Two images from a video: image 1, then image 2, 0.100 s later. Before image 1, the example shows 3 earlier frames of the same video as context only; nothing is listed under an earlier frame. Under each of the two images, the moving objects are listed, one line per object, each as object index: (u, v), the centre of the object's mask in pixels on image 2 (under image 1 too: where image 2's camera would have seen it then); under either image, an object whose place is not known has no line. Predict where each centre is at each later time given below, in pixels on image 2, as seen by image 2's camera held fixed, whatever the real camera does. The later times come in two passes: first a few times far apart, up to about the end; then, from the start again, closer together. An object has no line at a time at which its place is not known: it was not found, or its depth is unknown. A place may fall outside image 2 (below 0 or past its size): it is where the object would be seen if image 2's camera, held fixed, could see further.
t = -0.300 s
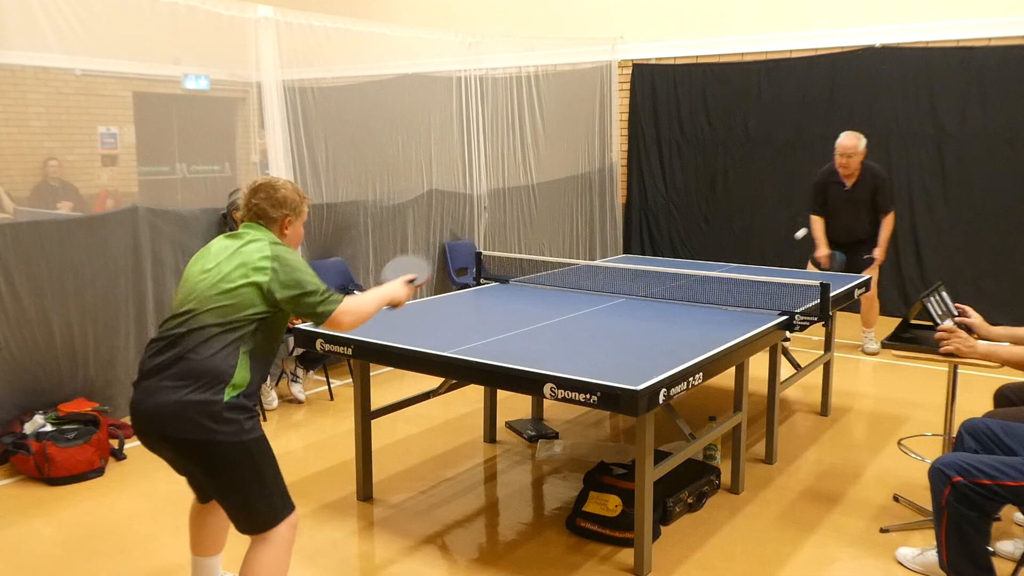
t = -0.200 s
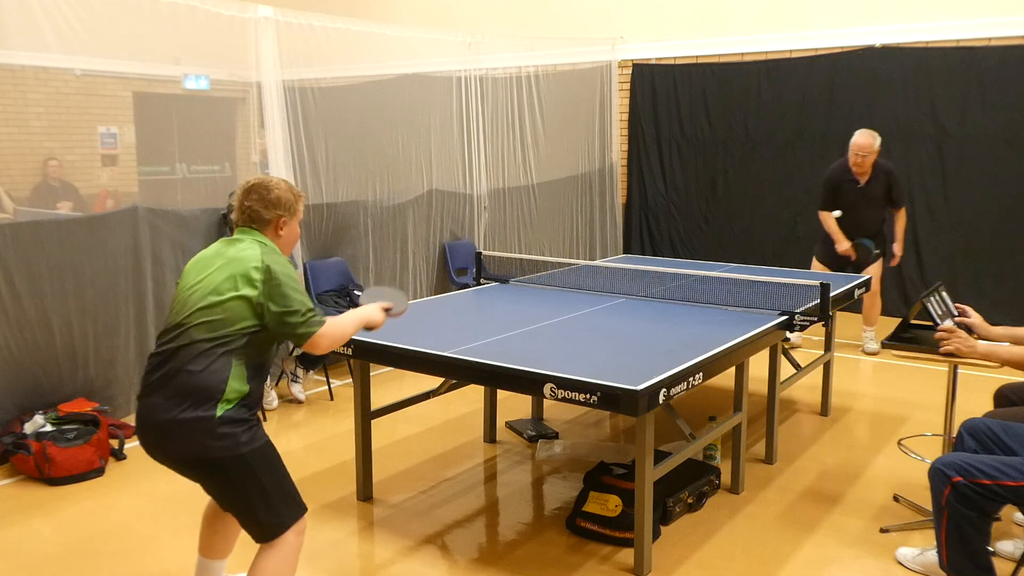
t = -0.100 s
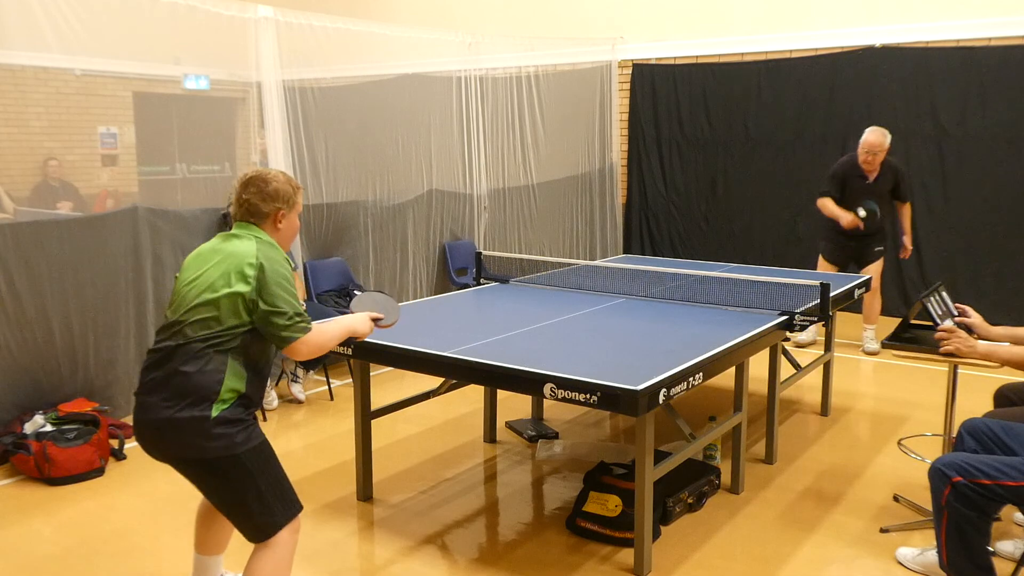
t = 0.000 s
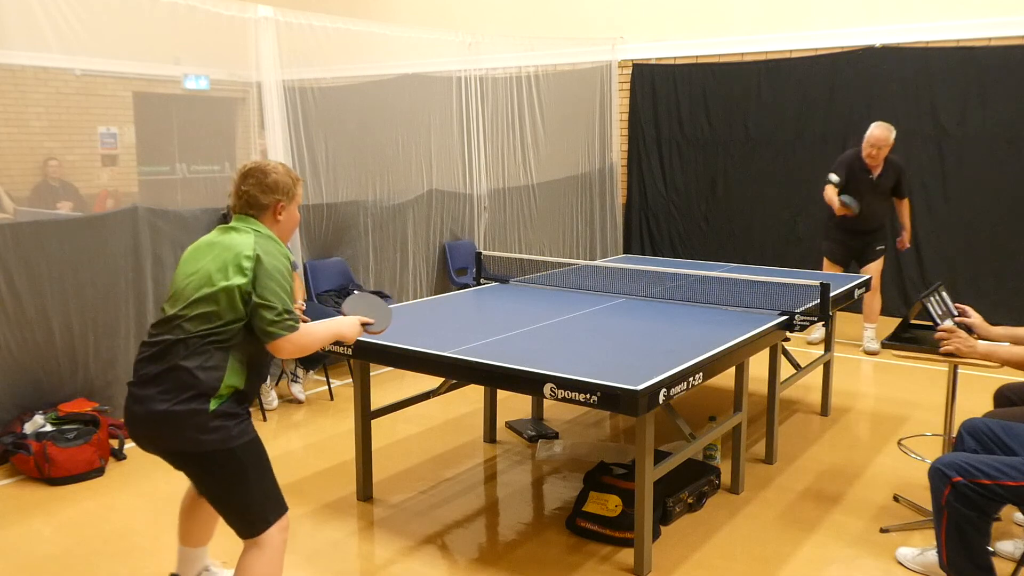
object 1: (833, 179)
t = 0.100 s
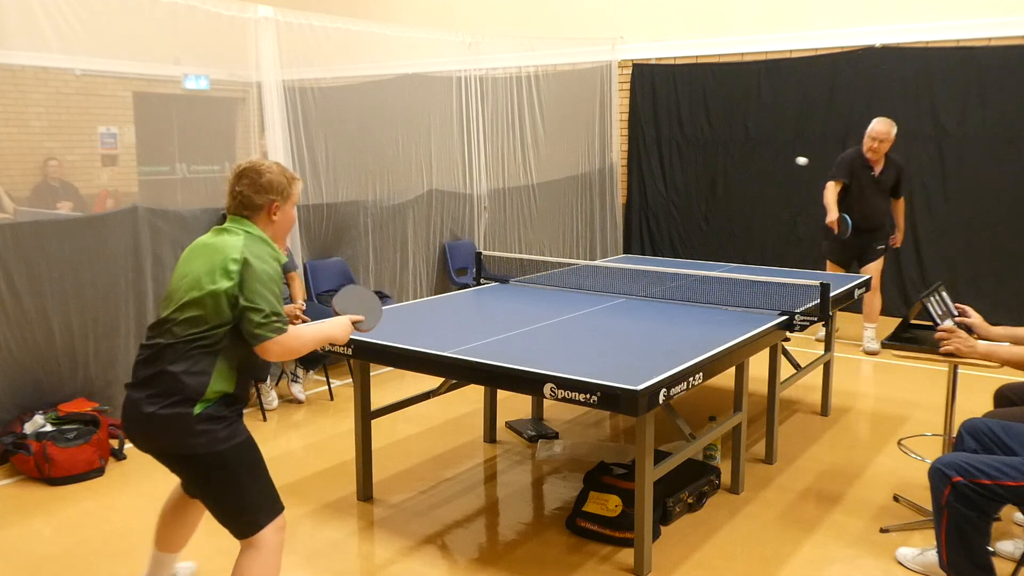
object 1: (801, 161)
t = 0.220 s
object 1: (756, 169)
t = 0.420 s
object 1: (669, 261)
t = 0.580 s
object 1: (588, 265)
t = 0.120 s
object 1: (795, 160)
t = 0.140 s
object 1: (787, 160)
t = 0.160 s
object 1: (780, 161)
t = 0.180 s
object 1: (772, 162)
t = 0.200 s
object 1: (765, 165)
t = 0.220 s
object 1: (756, 169)
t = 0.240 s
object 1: (748, 173)
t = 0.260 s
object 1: (740, 179)
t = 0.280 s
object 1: (732, 186)
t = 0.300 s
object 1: (723, 193)
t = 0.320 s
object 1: (714, 202)
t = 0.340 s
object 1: (705, 212)
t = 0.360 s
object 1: (696, 223)
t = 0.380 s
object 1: (687, 236)
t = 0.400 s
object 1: (678, 249)
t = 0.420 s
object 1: (669, 261)
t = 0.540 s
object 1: (609, 282)
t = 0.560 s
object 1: (599, 273)
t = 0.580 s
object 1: (588, 265)
